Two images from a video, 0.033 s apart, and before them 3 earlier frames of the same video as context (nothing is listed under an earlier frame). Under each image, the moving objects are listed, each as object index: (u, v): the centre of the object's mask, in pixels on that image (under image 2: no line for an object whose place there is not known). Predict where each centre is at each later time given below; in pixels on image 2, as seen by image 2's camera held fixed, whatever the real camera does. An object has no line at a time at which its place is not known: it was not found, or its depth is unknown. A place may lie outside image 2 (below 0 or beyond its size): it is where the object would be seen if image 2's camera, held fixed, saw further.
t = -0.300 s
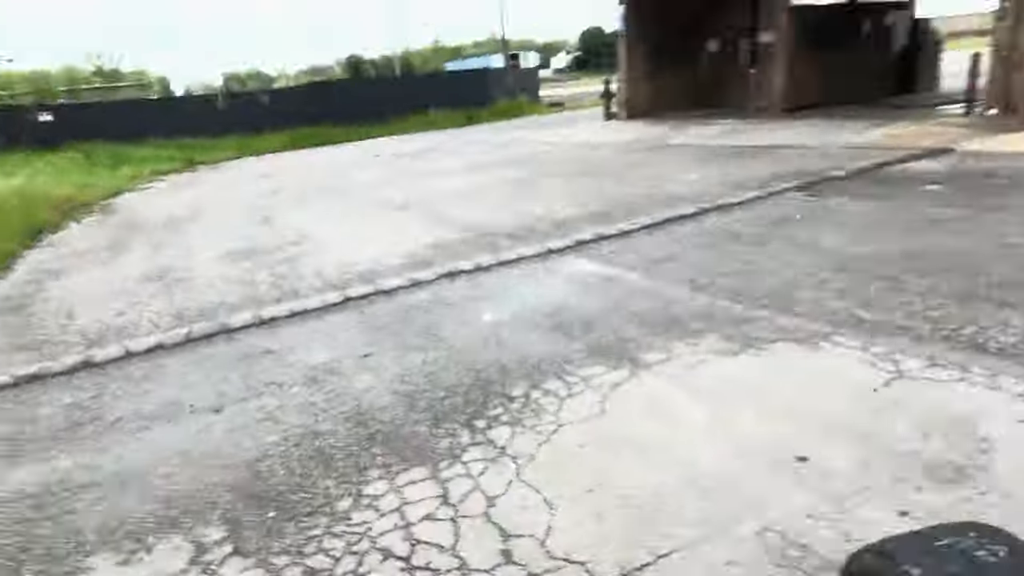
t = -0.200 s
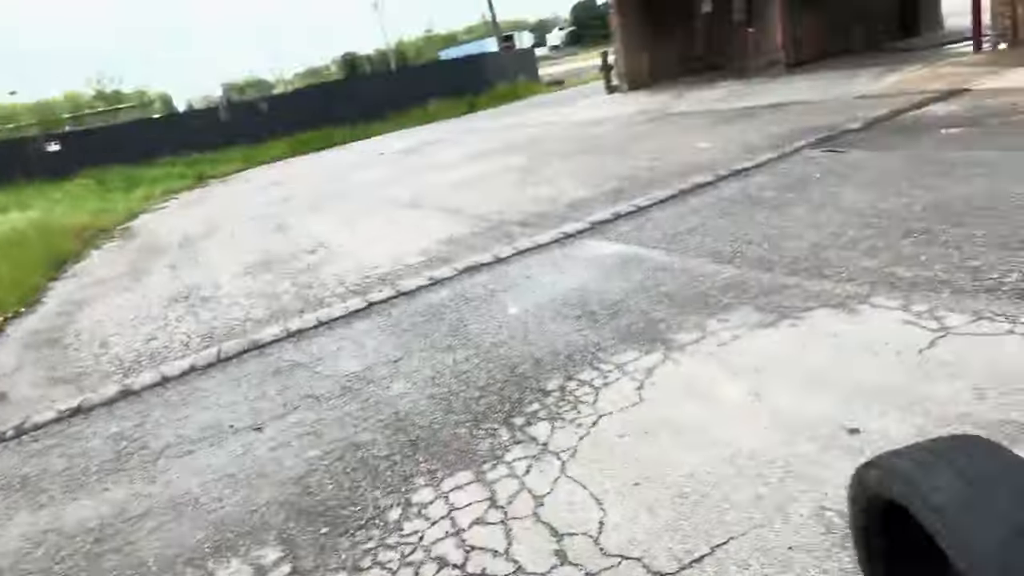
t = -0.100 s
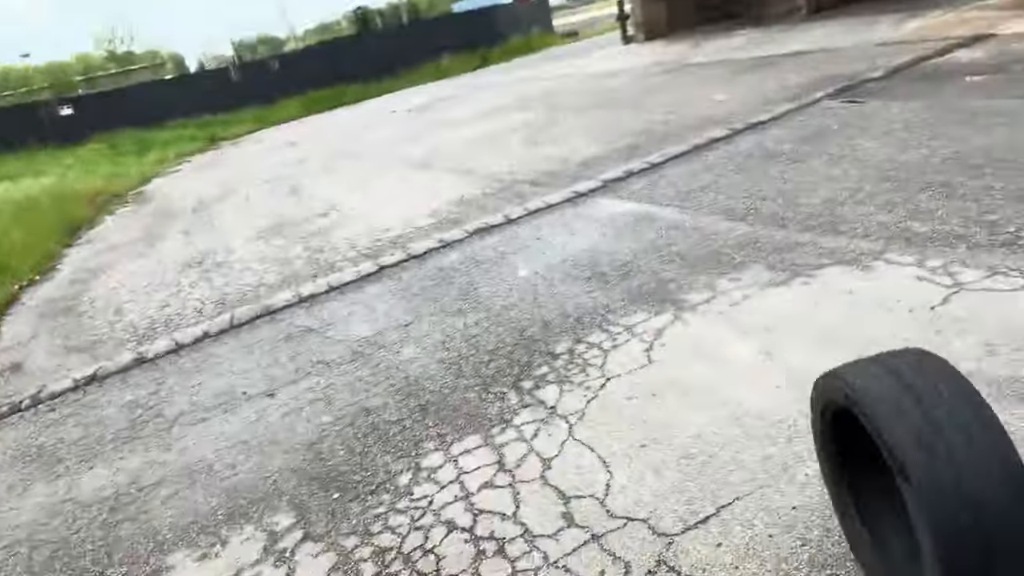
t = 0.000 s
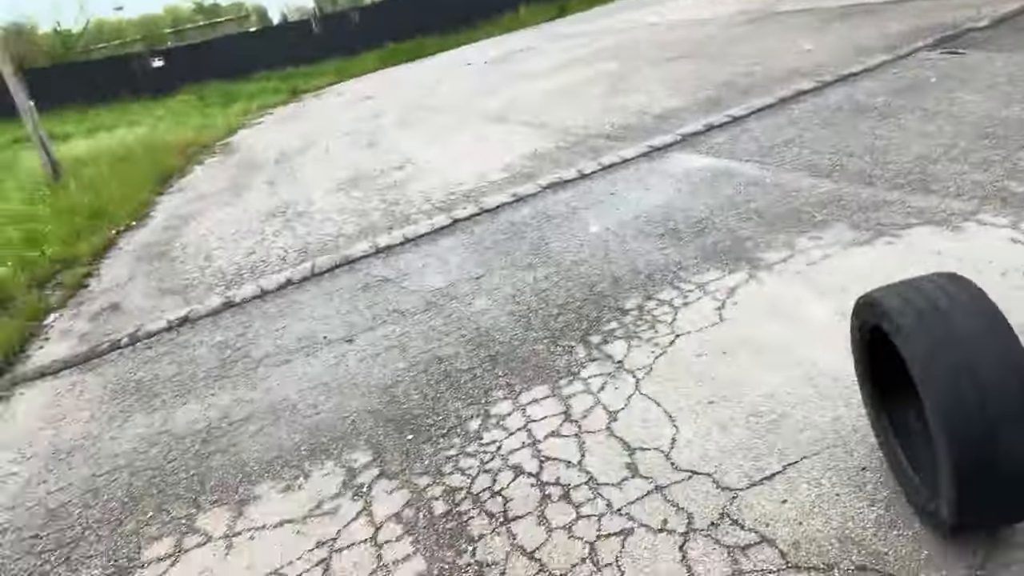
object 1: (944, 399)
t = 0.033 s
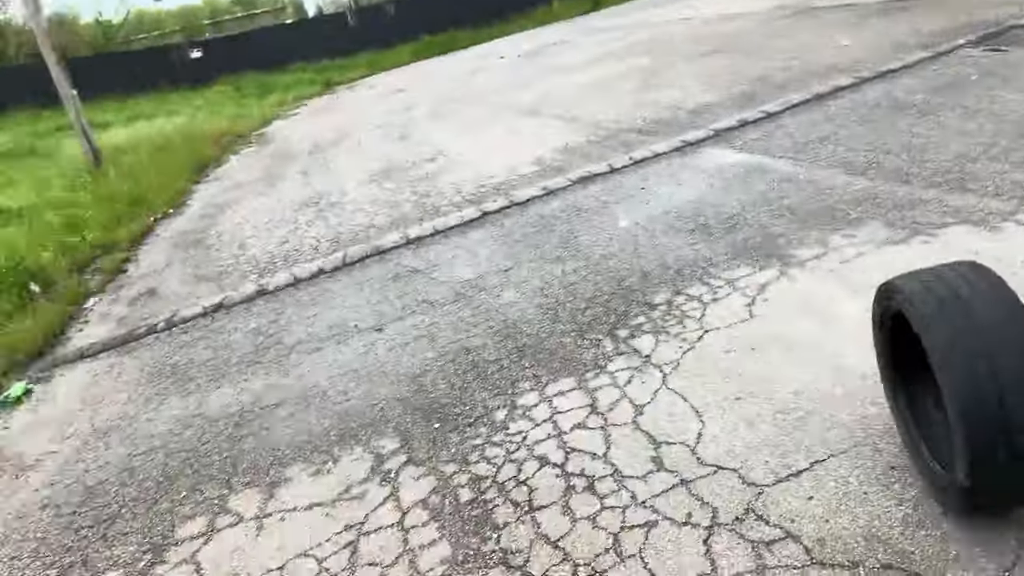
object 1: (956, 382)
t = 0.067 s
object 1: (933, 367)
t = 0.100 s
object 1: (909, 351)
